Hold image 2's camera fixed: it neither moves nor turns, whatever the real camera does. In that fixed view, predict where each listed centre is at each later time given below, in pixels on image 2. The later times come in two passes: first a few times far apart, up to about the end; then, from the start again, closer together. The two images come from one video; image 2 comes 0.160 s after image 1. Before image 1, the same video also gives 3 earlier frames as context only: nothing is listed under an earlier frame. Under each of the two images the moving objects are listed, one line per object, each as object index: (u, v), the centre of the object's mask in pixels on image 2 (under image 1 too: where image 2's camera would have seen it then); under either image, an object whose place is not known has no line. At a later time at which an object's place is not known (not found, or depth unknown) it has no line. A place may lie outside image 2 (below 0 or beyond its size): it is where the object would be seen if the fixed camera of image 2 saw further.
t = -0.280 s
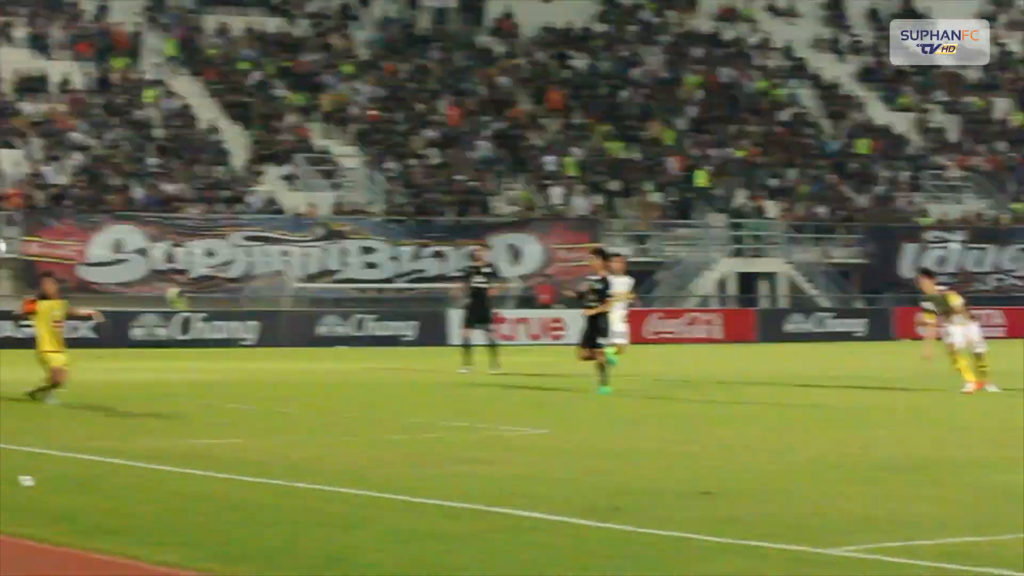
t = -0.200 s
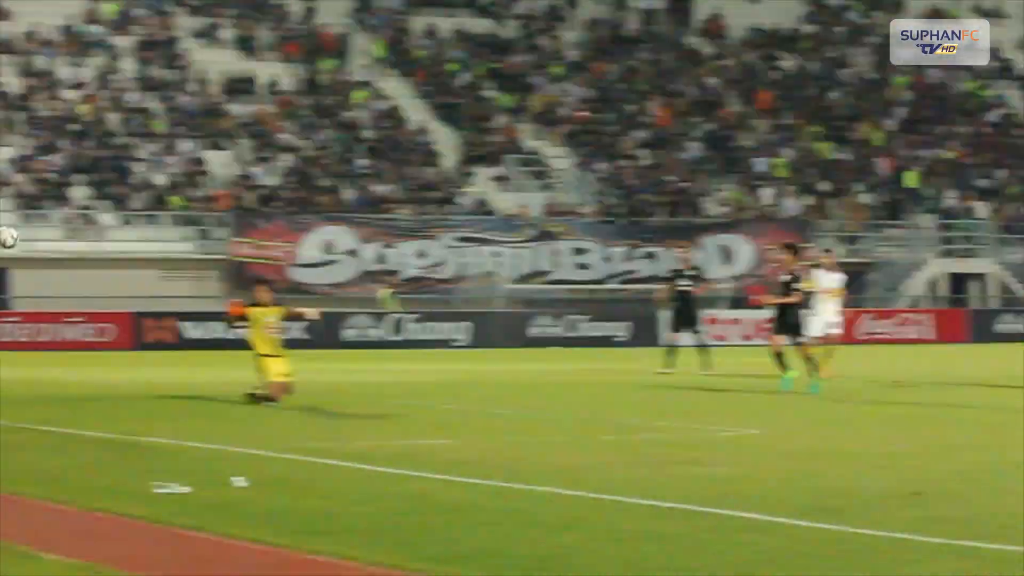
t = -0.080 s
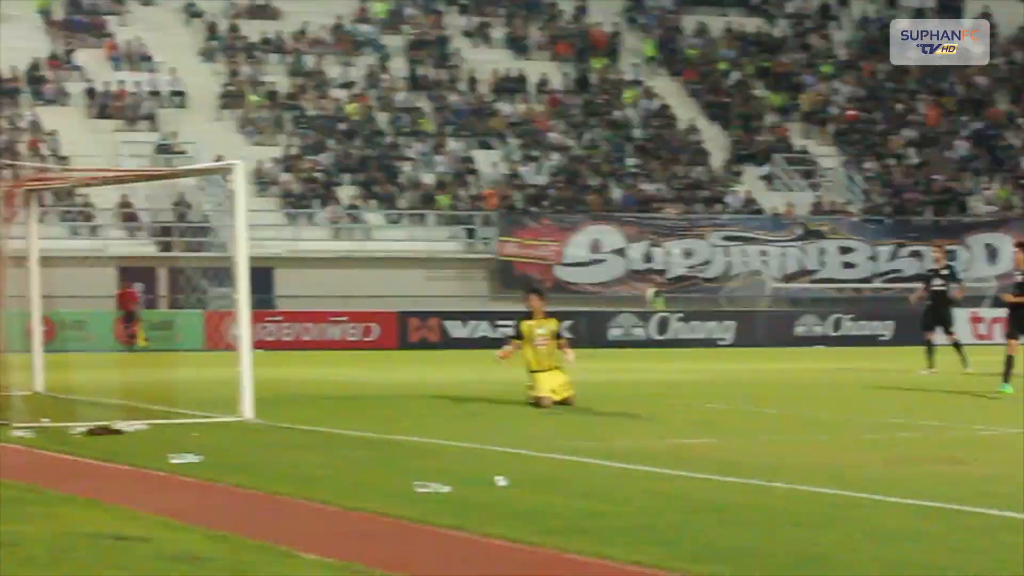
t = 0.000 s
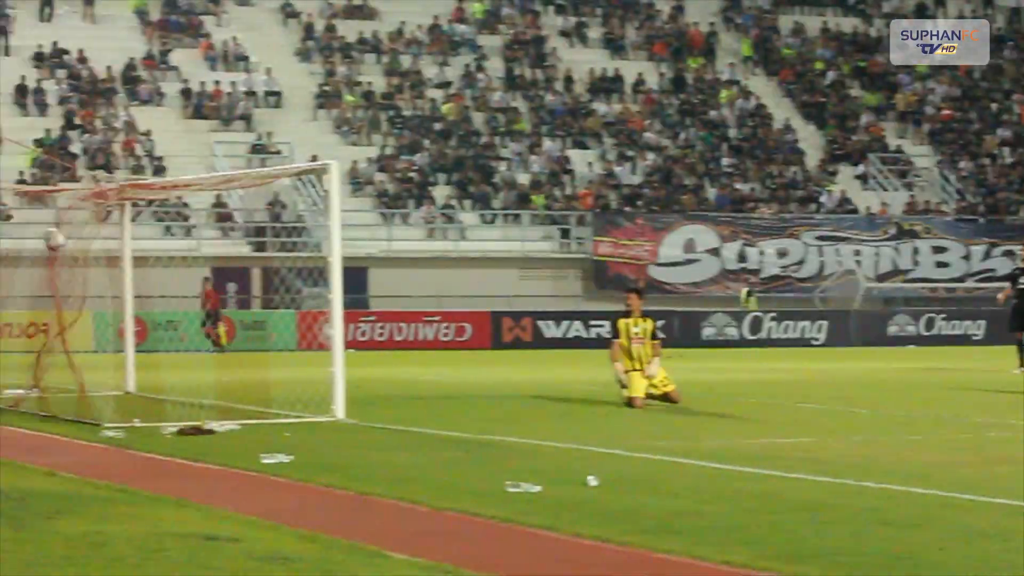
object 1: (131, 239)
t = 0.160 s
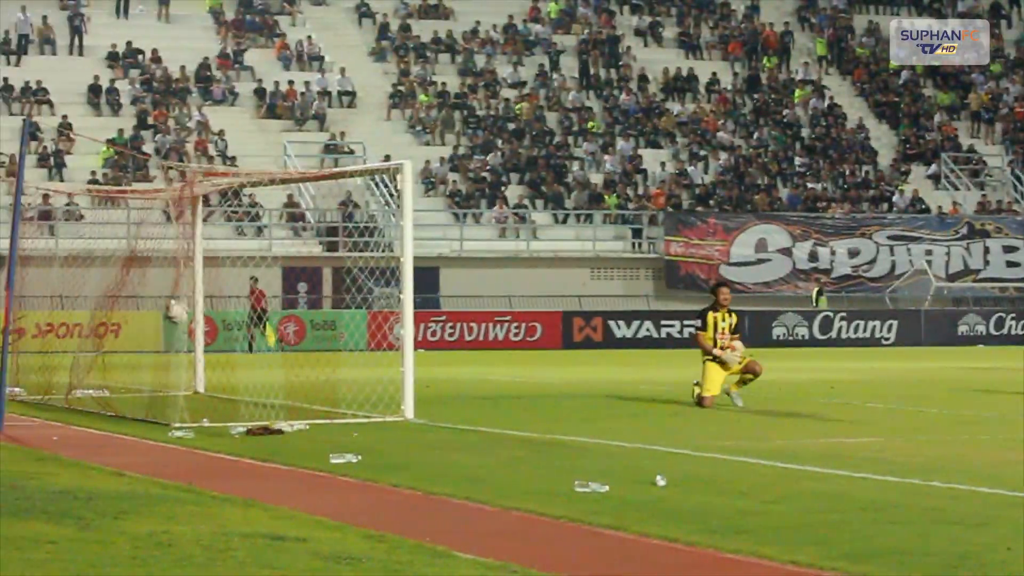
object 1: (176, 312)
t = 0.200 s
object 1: (191, 333)
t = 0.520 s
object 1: (288, 349)
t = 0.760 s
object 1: (325, 324)
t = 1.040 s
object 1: (361, 368)
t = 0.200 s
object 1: (191, 333)
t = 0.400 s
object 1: (256, 385)
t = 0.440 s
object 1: (267, 372)
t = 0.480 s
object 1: (279, 359)
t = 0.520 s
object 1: (288, 349)
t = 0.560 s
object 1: (296, 339)
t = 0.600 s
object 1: (302, 335)
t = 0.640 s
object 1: (310, 330)
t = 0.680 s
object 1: (315, 326)
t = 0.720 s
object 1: (322, 323)
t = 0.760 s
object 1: (325, 324)
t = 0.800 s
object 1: (331, 325)
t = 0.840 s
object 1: (336, 327)
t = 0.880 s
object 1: (339, 331)
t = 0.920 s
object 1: (345, 338)
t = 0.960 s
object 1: (348, 345)
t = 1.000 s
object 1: (353, 356)
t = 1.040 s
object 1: (361, 368)
